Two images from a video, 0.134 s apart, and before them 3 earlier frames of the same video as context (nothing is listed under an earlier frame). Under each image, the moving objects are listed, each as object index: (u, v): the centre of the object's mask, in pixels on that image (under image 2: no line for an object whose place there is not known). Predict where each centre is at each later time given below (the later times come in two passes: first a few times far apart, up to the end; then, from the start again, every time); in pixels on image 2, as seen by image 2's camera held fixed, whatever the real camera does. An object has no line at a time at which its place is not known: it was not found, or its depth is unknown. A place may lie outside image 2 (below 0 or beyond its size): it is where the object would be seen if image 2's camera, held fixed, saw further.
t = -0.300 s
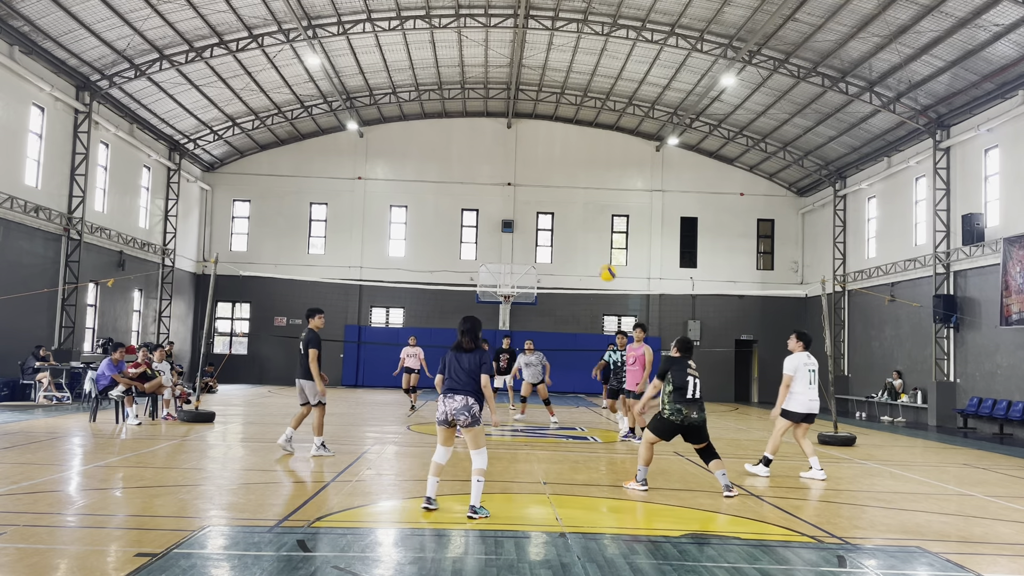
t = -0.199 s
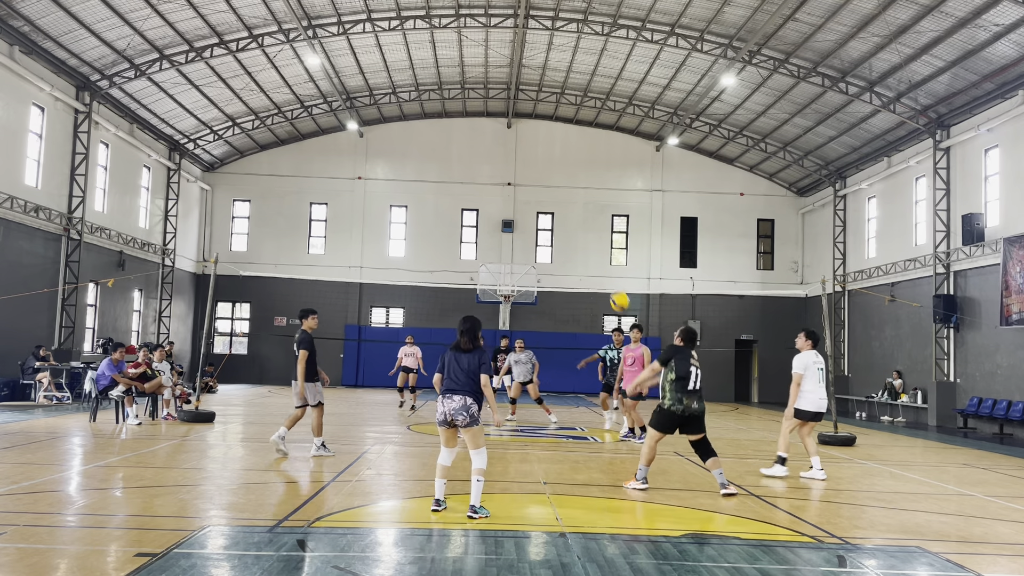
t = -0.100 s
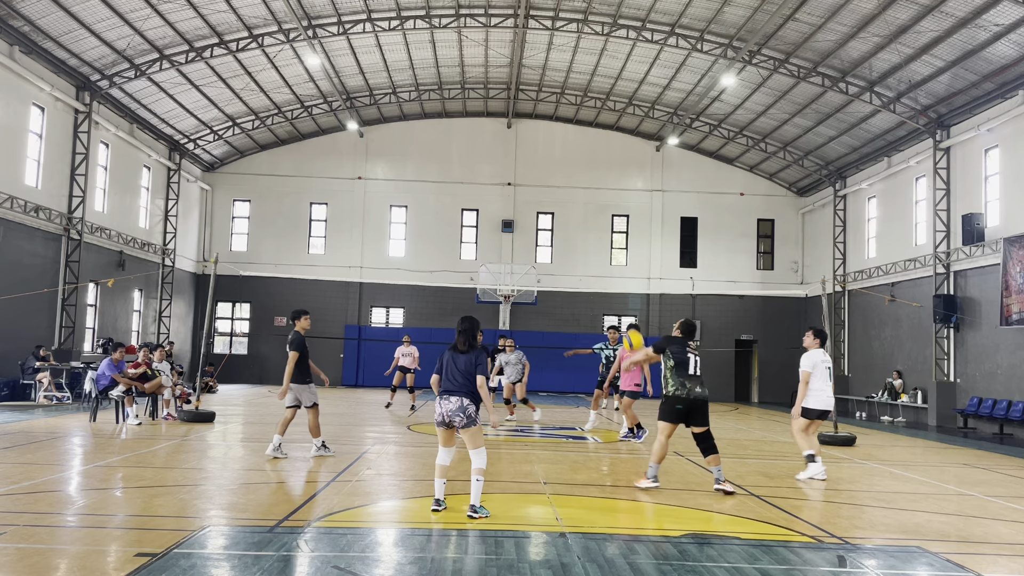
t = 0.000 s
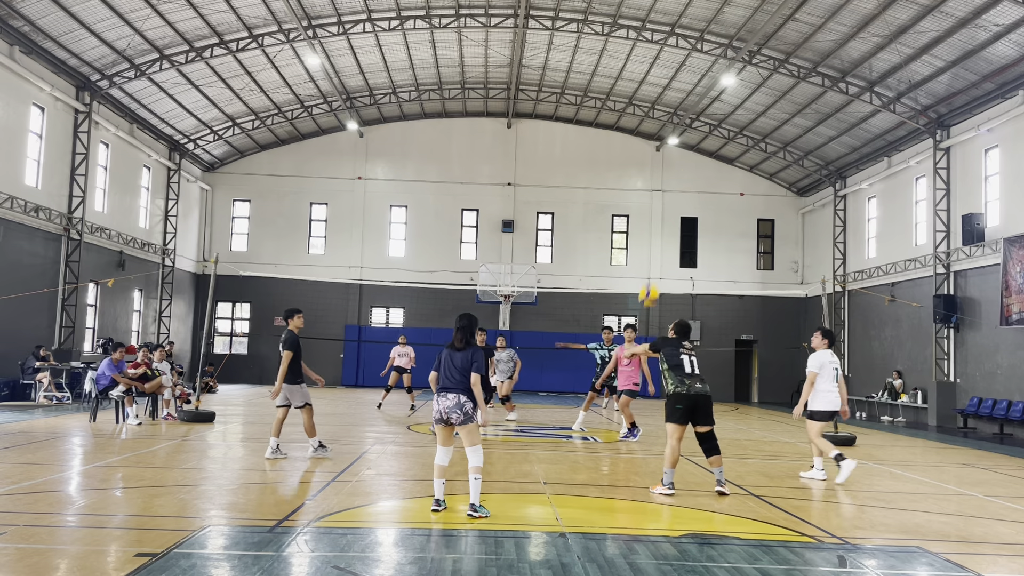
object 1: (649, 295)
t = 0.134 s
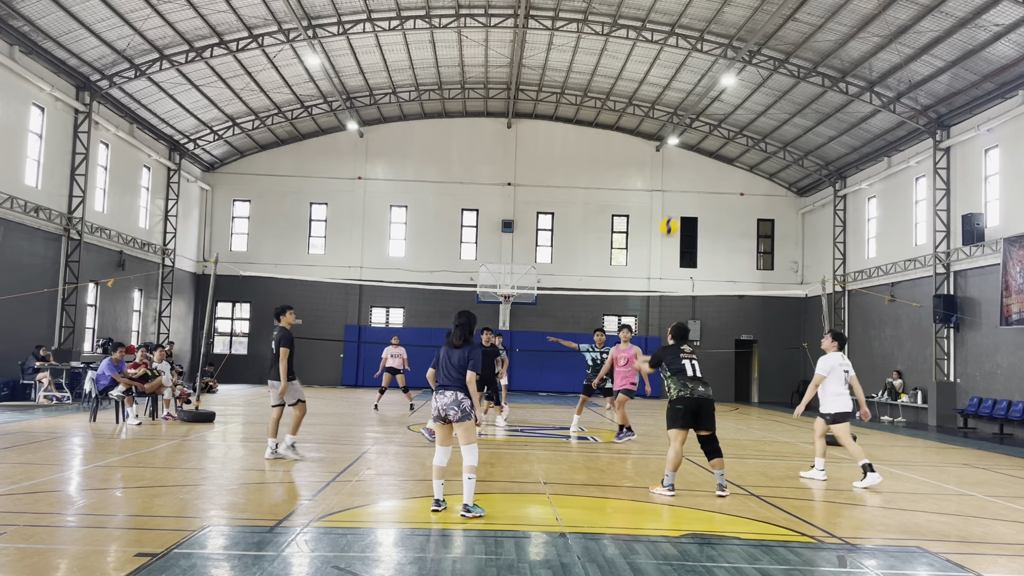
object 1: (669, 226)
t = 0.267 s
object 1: (687, 179)
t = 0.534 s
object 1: (717, 136)
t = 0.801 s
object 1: (742, 149)
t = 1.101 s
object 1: (765, 221)
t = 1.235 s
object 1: (774, 268)
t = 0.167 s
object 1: (674, 212)
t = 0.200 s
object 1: (678, 199)
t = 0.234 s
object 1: (683, 188)
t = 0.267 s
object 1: (687, 179)
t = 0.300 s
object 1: (691, 170)
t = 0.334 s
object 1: (695, 162)
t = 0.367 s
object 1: (699, 155)
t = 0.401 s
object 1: (703, 149)
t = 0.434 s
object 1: (707, 145)
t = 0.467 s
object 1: (710, 141)
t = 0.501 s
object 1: (714, 138)
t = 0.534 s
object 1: (717, 136)
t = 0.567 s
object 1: (721, 135)
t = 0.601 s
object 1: (724, 135)
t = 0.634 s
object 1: (727, 135)
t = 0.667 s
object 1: (731, 136)
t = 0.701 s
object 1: (734, 139)
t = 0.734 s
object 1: (737, 142)
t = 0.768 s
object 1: (740, 145)
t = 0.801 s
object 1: (742, 149)
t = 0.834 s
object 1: (745, 155)
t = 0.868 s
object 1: (748, 161)
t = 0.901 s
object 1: (751, 167)
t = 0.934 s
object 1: (753, 175)
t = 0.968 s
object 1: (756, 183)
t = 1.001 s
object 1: (759, 191)
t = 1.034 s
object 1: (761, 201)
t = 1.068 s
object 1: (763, 210)
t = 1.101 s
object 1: (765, 221)
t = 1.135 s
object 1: (767, 232)
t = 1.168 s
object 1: (769, 244)
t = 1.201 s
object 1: (772, 255)
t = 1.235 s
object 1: (774, 268)
